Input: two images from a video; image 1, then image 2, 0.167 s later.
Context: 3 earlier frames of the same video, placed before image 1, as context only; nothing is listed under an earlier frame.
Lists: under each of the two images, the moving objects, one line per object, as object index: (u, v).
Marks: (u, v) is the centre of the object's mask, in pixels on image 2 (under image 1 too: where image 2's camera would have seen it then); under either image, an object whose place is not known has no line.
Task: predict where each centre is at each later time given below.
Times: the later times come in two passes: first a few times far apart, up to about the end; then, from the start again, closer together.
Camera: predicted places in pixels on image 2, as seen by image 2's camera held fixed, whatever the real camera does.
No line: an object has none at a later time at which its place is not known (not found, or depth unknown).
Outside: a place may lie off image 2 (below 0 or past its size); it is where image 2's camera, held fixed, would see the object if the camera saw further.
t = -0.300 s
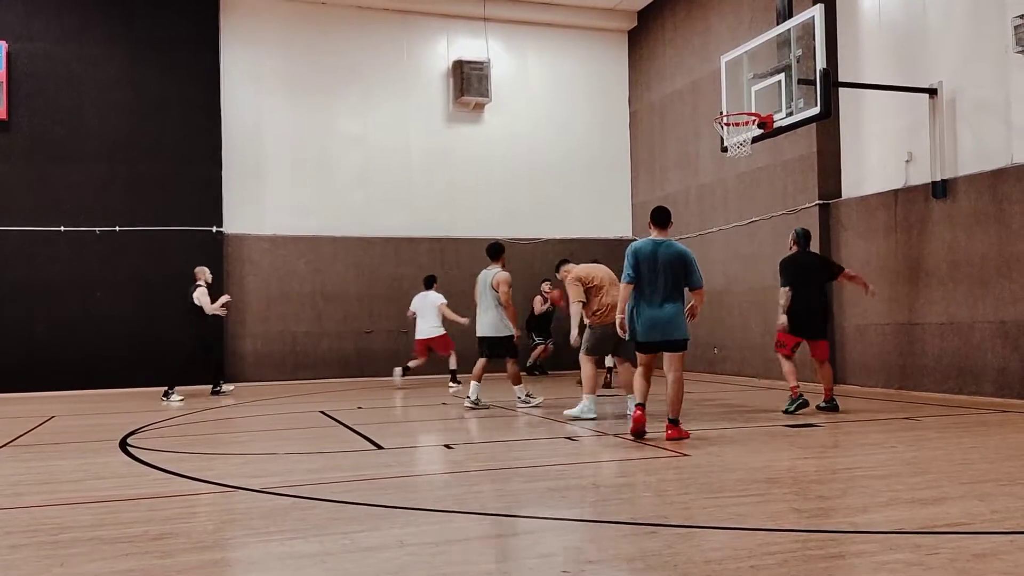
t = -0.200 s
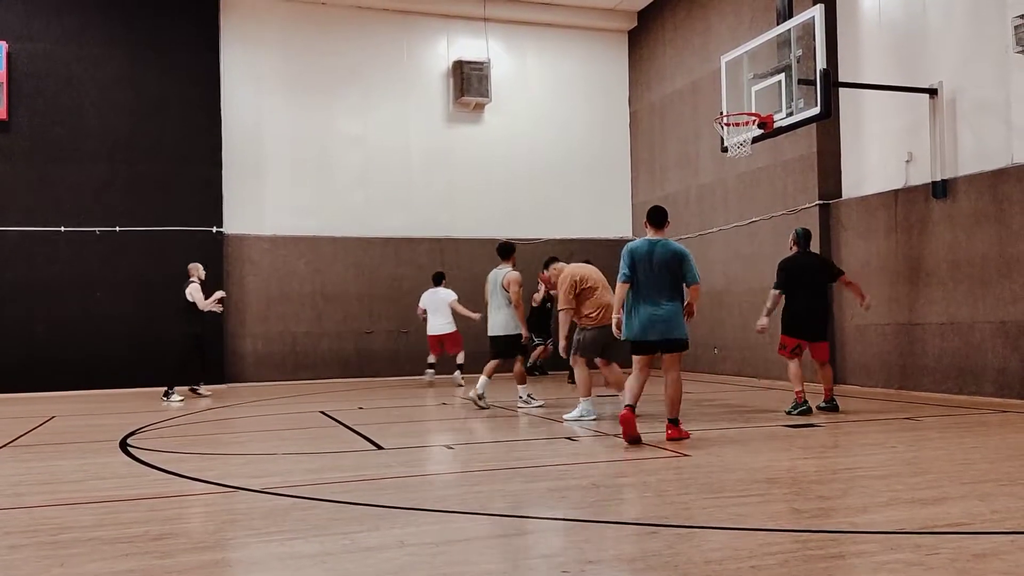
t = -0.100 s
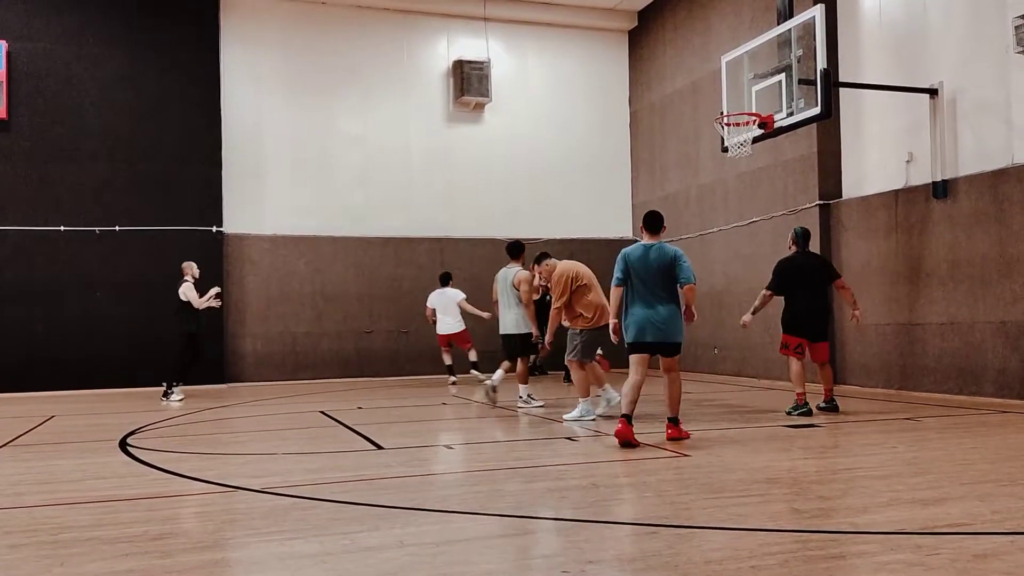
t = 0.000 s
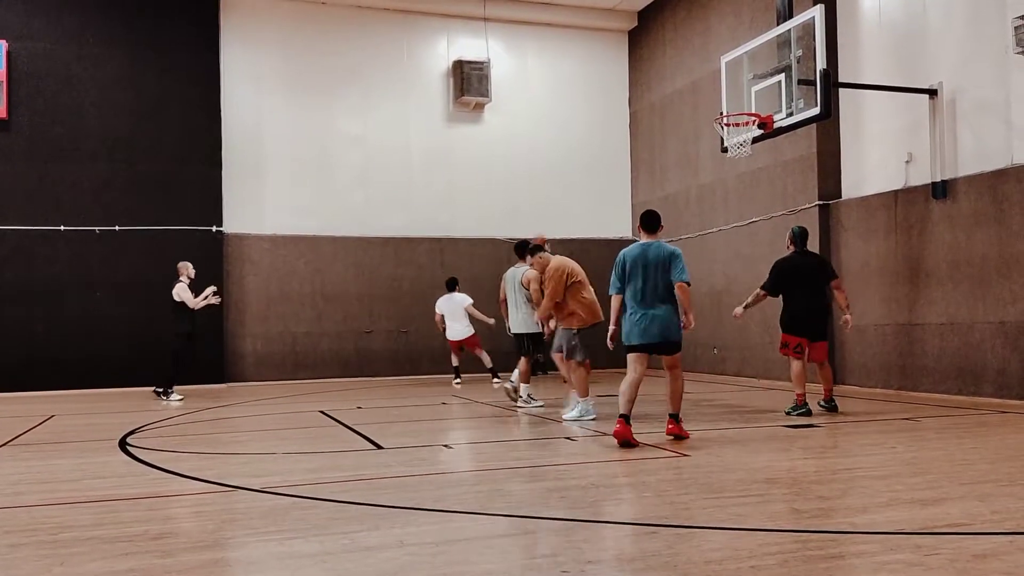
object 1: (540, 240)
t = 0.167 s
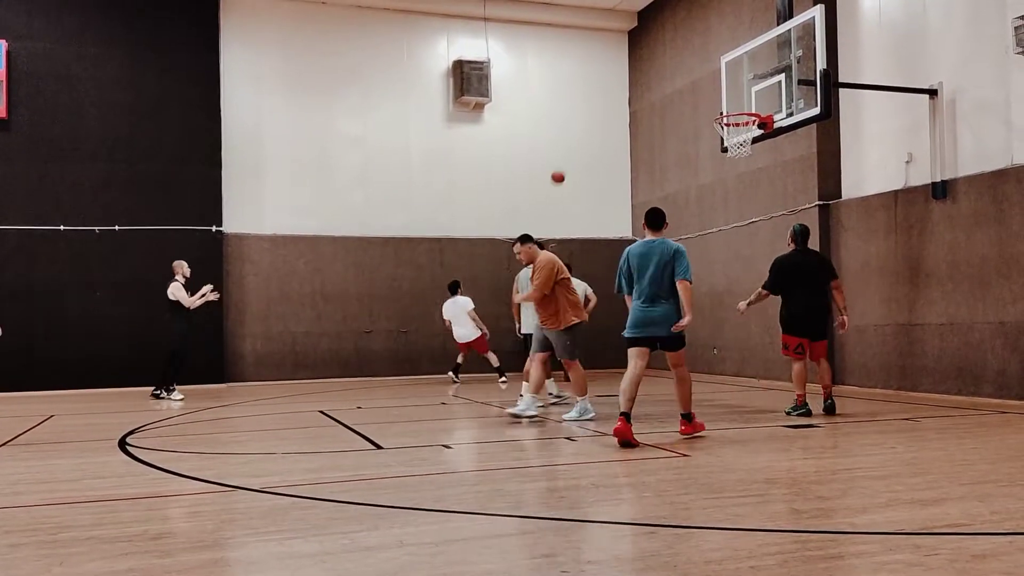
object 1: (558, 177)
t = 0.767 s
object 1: (651, 43)
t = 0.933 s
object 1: (685, 45)
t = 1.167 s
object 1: (743, 88)
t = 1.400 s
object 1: (778, 31)
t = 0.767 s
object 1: (651, 43)
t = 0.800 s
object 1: (657, 42)
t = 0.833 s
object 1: (663, 42)
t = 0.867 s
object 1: (670, 42)
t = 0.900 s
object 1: (677, 43)
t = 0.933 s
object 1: (685, 45)
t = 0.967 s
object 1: (692, 47)
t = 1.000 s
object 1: (700, 52)
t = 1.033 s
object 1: (708, 56)
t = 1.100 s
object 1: (725, 70)
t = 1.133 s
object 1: (734, 79)
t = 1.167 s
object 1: (743, 88)
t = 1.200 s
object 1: (753, 99)
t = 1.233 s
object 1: (760, 98)
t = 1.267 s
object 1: (762, 84)
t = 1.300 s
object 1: (766, 69)
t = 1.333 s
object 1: (771, 56)
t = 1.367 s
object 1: (775, 44)
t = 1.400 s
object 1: (778, 31)
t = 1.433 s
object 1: (783, 20)
